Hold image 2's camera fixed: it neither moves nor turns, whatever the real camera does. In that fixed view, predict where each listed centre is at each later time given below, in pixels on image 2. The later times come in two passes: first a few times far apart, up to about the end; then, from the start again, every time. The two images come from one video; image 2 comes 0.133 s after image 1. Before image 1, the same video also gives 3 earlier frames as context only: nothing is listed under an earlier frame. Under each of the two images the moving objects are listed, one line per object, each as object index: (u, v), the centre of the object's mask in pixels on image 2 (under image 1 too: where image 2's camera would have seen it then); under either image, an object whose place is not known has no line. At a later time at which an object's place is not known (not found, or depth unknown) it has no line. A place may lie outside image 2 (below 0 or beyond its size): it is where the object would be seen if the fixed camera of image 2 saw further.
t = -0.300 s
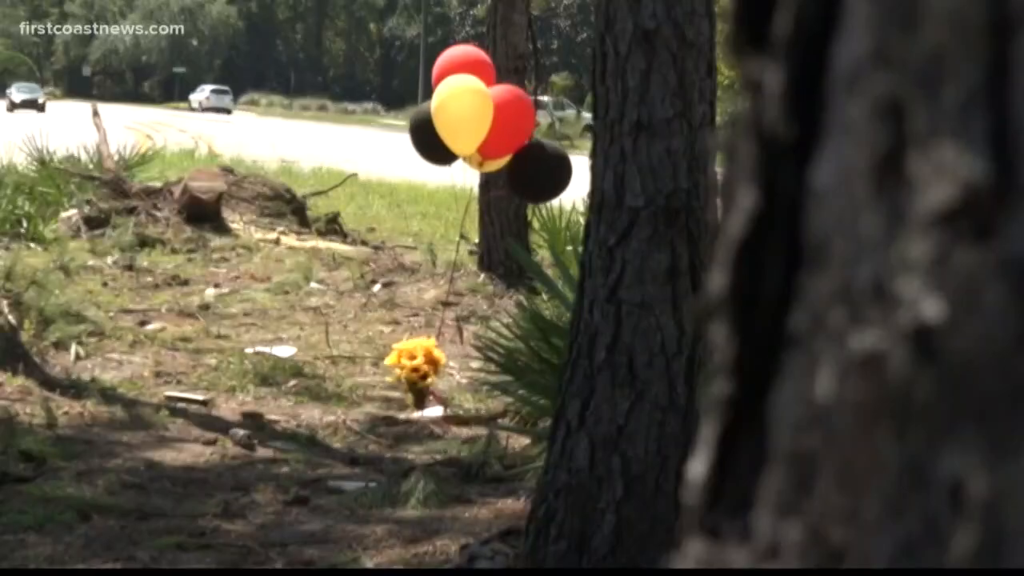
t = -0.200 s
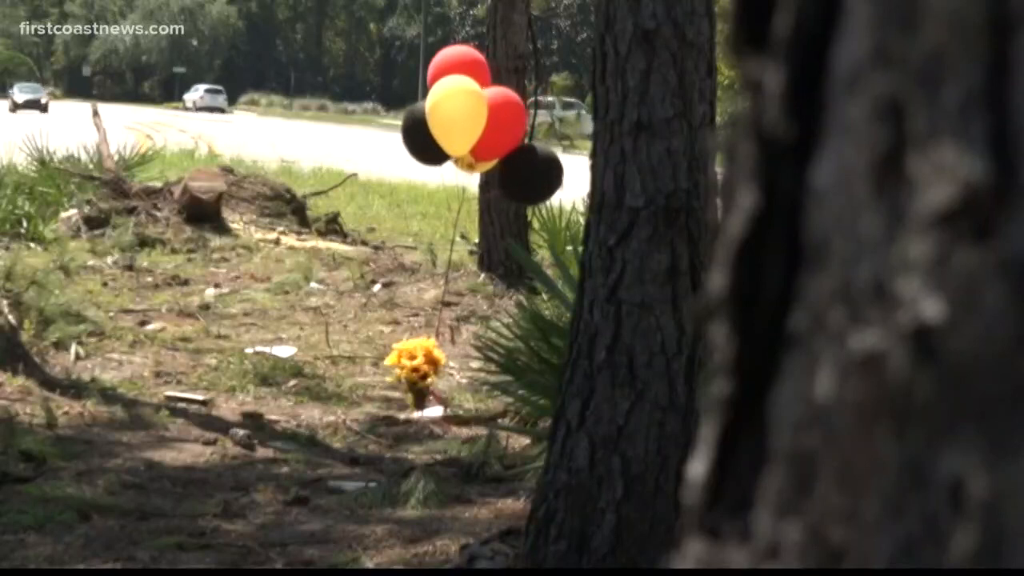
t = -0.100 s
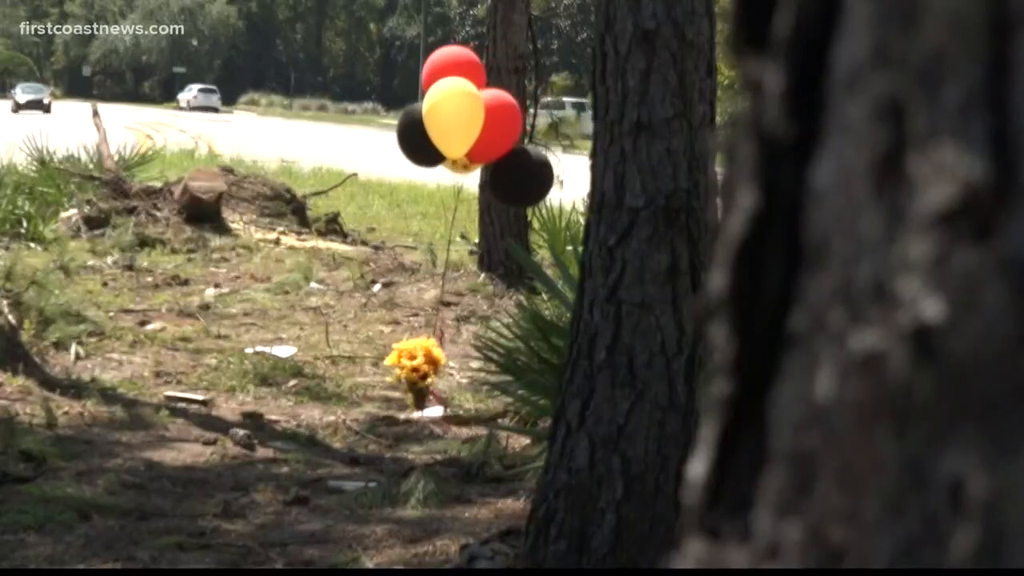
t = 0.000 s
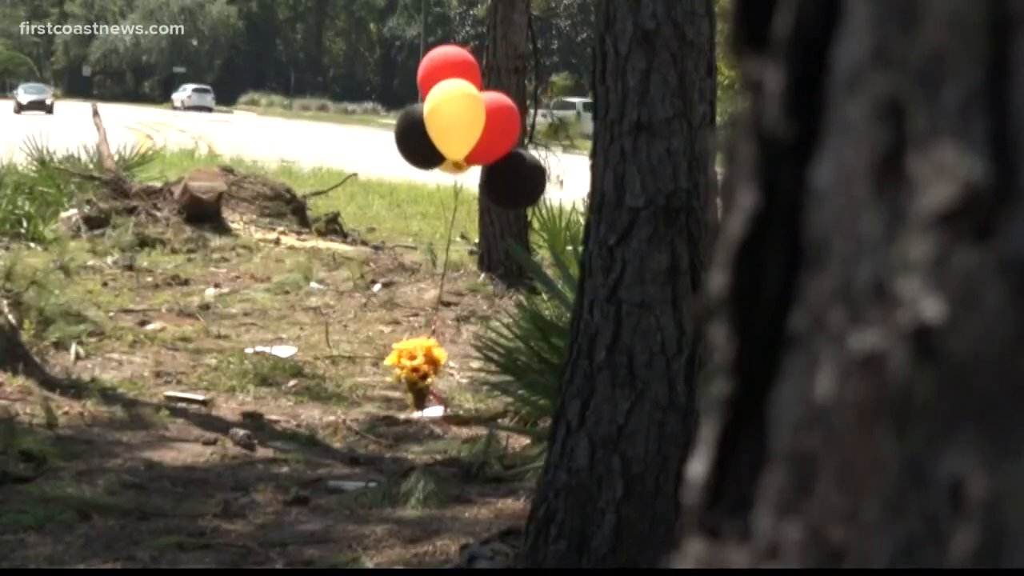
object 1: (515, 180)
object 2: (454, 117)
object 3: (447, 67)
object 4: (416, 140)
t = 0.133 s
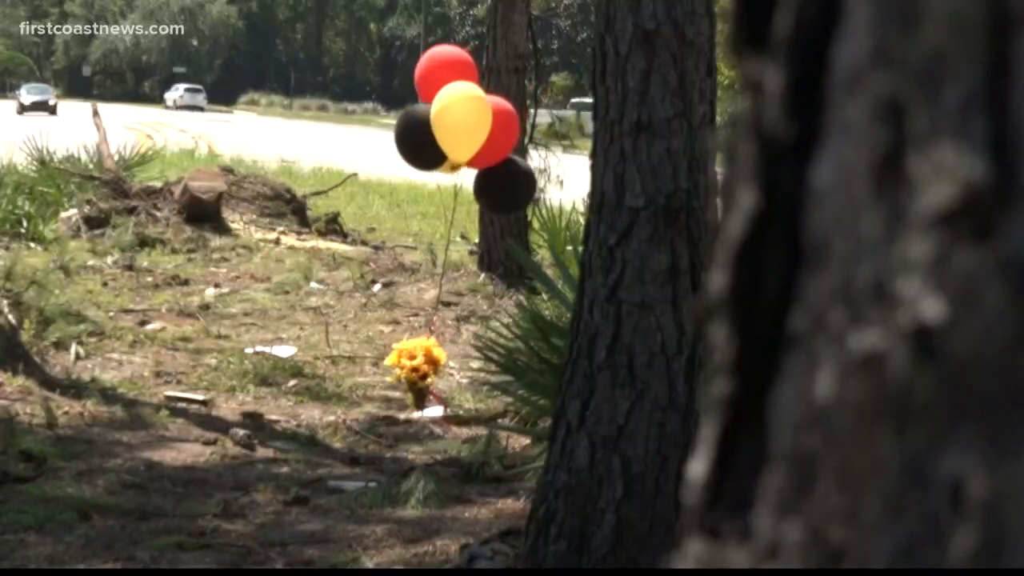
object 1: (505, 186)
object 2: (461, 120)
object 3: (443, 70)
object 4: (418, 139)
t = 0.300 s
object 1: (497, 191)
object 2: (474, 123)
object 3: (450, 70)
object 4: (425, 134)
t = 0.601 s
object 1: (488, 189)
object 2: (508, 122)
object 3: (477, 66)
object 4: (450, 124)
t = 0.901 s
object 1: (486, 183)
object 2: (548, 144)
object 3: (514, 64)
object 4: (493, 119)
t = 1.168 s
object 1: (484, 178)
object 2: (567, 162)
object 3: (529, 66)
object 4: (529, 126)
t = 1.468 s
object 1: (475, 172)
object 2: (567, 188)
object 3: (535, 77)
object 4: (548, 143)
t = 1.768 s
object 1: (467, 181)
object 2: (561, 191)
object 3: (518, 78)
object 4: (543, 148)
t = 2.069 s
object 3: (487, 72)
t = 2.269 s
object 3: (475, 68)
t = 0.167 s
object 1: (503, 187)
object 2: (463, 120)
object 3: (443, 70)
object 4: (419, 138)
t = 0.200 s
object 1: (501, 188)
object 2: (465, 121)
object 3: (444, 70)
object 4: (420, 138)
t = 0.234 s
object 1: (500, 189)
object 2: (468, 122)
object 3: (445, 70)
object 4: (421, 137)
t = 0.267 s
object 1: (499, 190)
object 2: (471, 122)
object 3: (448, 70)
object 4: (423, 135)
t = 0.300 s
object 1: (497, 191)
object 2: (474, 123)
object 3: (450, 70)
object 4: (425, 134)
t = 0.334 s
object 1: (496, 191)
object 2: (477, 123)
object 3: (453, 69)
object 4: (428, 134)
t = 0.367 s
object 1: (495, 191)
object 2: (480, 123)
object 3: (456, 69)
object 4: (430, 133)
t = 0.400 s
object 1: (493, 192)
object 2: (483, 123)
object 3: (459, 68)
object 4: (433, 131)
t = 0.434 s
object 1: (493, 192)
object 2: (487, 122)
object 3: (462, 68)
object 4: (436, 130)
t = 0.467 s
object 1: (492, 192)
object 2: (490, 122)
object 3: (465, 67)
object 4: (438, 128)
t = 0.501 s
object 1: (492, 191)
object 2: (495, 122)
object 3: (468, 67)
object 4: (442, 127)
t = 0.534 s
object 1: (491, 191)
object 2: (499, 122)
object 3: (471, 66)
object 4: (445, 126)
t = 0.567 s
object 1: (489, 190)
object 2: (503, 122)
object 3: (474, 66)
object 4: (448, 125)
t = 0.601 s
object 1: (488, 189)
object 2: (508, 122)
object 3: (477, 66)
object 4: (450, 124)
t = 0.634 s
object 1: (488, 189)
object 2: (513, 124)
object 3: (481, 66)
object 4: (453, 123)
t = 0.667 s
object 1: (487, 188)
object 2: (518, 126)
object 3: (485, 65)
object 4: (456, 122)
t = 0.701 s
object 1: (487, 187)
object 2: (522, 128)
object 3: (489, 65)
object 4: (465, 120)
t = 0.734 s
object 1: (486, 185)
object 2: (526, 130)
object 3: (493, 65)
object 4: (470, 120)
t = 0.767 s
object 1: (485, 185)
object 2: (531, 133)
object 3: (498, 65)
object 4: (474, 119)
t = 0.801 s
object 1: (485, 184)
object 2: (536, 136)
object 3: (502, 64)
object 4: (479, 119)
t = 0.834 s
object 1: (485, 184)
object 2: (540, 139)
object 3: (506, 64)
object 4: (483, 119)
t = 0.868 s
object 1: (486, 183)
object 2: (544, 141)
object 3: (510, 64)
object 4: (488, 119)
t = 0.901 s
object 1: (486, 183)
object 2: (548, 144)
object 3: (514, 64)
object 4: (493, 119)
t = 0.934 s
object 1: (485, 181)
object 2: (553, 146)
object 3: (517, 63)
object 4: (497, 120)
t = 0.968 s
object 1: (486, 181)
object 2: (557, 148)
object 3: (520, 64)
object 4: (502, 120)
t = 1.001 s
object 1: (486, 180)
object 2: (559, 150)
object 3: (522, 64)
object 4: (506, 121)
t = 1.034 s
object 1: (487, 181)
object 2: (562, 152)
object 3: (524, 64)
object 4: (511, 122)
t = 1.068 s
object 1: (486, 180)
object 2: (563, 155)
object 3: (526, 64)
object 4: (516, 123)
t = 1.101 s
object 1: (488, 181)
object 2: (565, 157)
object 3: (527, 65)
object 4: (521, 124)
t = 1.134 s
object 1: (488, 181)
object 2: (566, 159)
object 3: (528, 65)
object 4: (525, 125)
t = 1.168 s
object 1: (484, 178)
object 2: (567, 162)
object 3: (529, 66)
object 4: (529, 126)
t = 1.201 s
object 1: (483, 177)
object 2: (568, 164)
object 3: (530, 67)
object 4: (533, 127)
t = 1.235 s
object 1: (482, 177)
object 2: (569, 167)
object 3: (531, 68)
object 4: (536, 129)
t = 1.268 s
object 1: (481, 176)
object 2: (569, 171)
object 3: (532, 70)
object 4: (539, 131)
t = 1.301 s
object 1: (481, 175)
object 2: (569, 175)
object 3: (533, 71)
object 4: (542, 133)
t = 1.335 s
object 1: (479, 174)
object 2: (569, 178)
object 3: (533, 73)
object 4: (544, 135)
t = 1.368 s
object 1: (479, 173)
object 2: (568, 181)
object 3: (534, 74)
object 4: (546, 138)
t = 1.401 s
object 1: (478, 172)
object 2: (568, 184)
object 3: (534, 75)
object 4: (547, 139)
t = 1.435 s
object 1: (476, 172)
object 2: (568, 186)
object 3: (535, 76)
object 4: (548, 141)
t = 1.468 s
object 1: (475, 172)
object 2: (567, 188)
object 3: (535, 77)
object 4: (548, 143)
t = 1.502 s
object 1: (474, 172)
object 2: (566, 191)
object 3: (535, 78)
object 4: (548, 144)
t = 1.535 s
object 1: (473, 173)
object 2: (565, 192)
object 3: (535, 79)
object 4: (549, 146)
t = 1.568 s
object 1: (473, 174)
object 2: (564, 192)
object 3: (534, 78)
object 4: (548, 147)
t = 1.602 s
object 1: (472, 175)
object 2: (562, 194)
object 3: (533, 79)
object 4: (548, 148)
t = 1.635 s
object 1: (471, 176)
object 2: (562, 195)
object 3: (530, 79)
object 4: (548, 148)
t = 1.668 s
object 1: (470, 177)
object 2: (561, 195)
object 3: (528, 79)
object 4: (547, 149)
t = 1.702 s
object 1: (469, 178)
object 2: (562, 193)
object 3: (525, 79)
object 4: (546, 149)
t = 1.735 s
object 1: (468, 180)
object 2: (562, 192)
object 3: (522, 79)
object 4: (545, 149)
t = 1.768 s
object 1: (467, 181)
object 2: (561, 191)
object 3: (518, 78)
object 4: (543, 148)
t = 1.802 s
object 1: (465, 181)
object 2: (561, 190)
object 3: (515, 78)
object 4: (542, 147)
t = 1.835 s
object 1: (464, 182)
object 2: (560, 189)
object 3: (511, 77)
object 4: (540, 147)
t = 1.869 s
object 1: (462, 182)
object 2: (559, 188)
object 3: (507, 77)
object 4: (538, 146)
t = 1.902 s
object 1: (460, 182)
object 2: (558, 186)
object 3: (503, 76)
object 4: (536, 144)
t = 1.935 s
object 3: (500, 75)
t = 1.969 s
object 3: (496, 75)
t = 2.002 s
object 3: (493, 74)
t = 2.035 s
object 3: (490, 73)
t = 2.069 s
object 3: (487, 72)
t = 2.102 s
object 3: (485, 72)
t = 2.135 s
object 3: (483, 71)
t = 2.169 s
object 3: (480, 70)
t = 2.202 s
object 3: (479, 70)
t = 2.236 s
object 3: (477, 69)
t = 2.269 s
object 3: (475, 68)
